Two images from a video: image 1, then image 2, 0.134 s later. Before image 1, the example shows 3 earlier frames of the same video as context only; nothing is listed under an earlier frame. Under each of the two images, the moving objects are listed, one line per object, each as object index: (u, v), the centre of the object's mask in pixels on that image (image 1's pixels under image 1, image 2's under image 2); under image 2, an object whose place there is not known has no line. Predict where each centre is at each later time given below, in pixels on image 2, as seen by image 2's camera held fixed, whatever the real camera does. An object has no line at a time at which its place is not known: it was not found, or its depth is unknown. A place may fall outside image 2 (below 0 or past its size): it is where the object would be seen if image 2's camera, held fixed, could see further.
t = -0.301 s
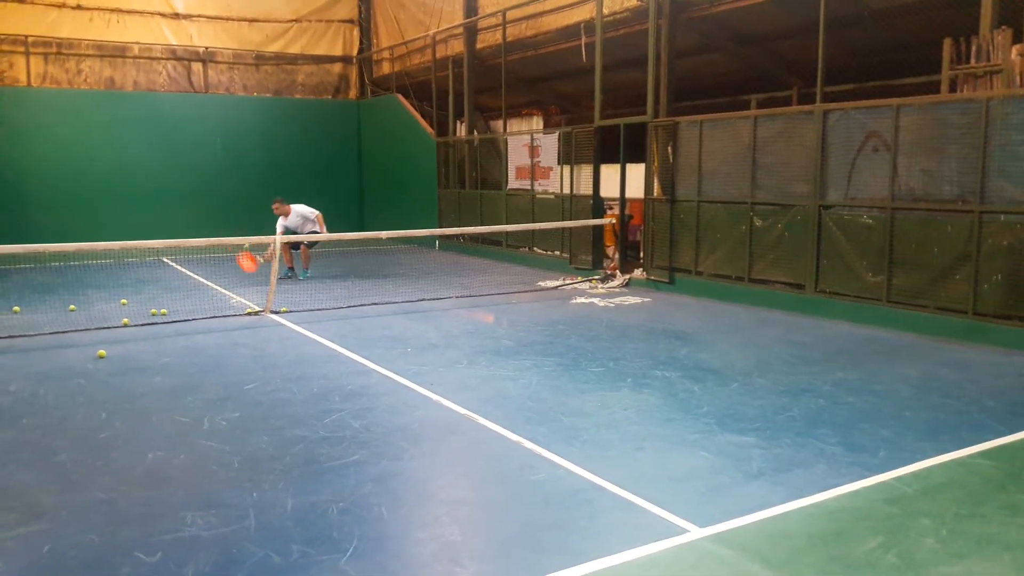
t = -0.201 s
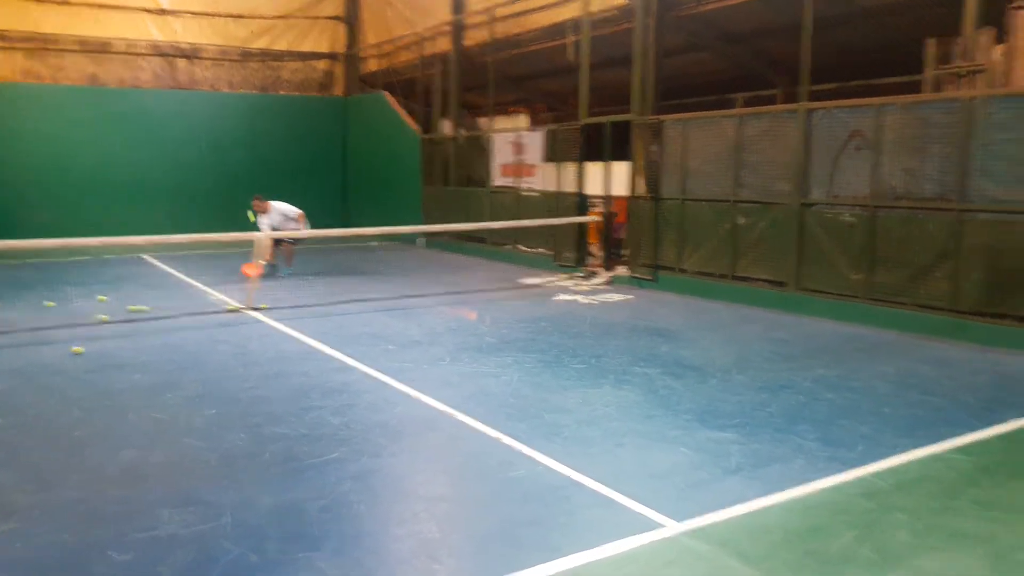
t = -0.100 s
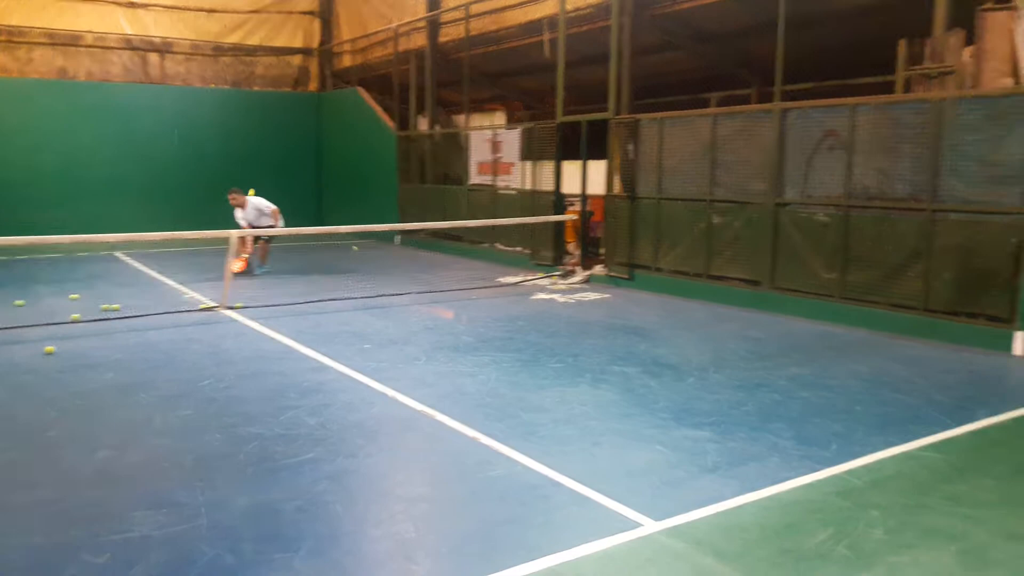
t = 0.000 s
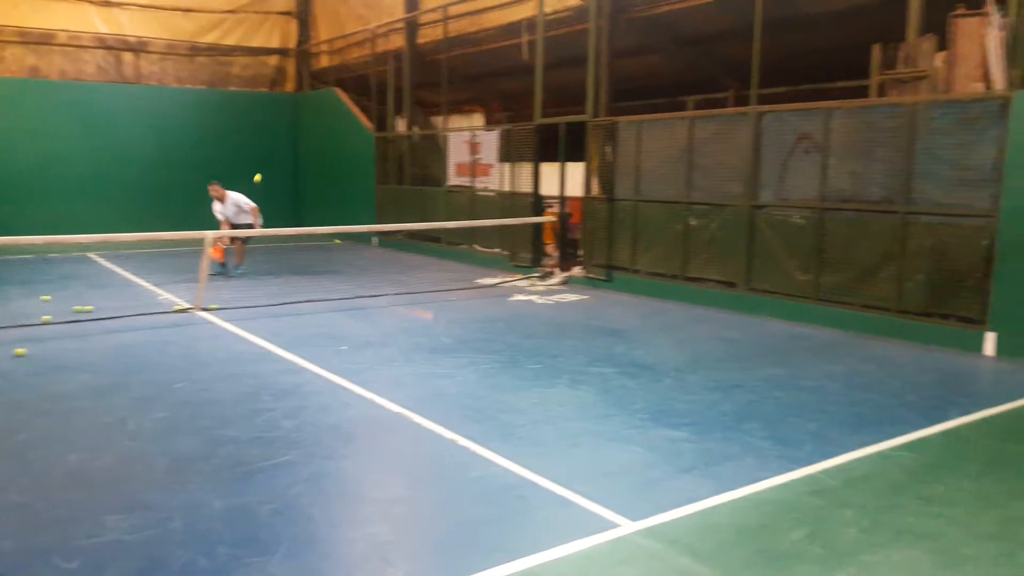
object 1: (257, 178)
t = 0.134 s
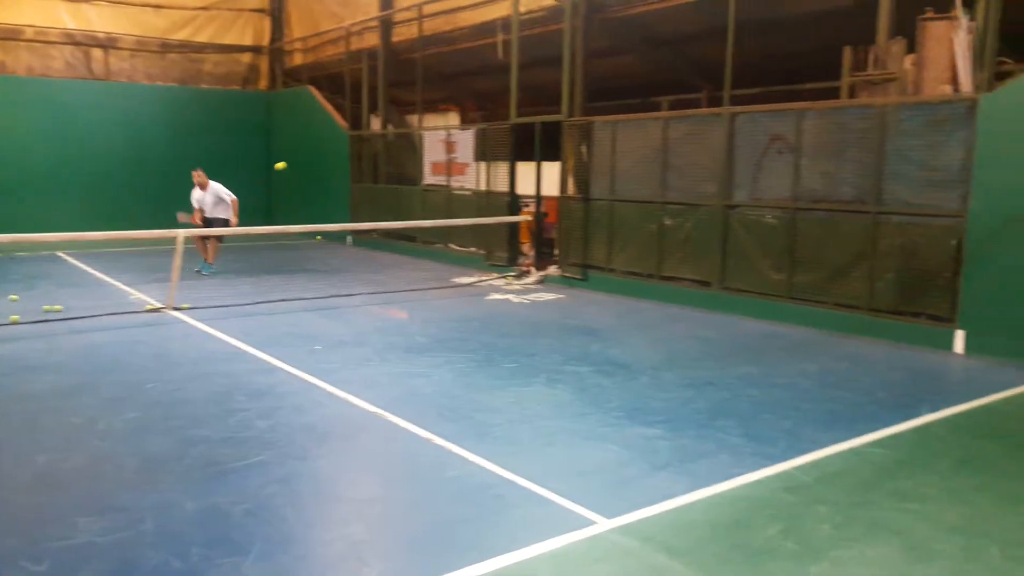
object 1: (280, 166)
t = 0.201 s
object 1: (310, 166)
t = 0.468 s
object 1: (471, 229)
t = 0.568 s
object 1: (561, 289)
